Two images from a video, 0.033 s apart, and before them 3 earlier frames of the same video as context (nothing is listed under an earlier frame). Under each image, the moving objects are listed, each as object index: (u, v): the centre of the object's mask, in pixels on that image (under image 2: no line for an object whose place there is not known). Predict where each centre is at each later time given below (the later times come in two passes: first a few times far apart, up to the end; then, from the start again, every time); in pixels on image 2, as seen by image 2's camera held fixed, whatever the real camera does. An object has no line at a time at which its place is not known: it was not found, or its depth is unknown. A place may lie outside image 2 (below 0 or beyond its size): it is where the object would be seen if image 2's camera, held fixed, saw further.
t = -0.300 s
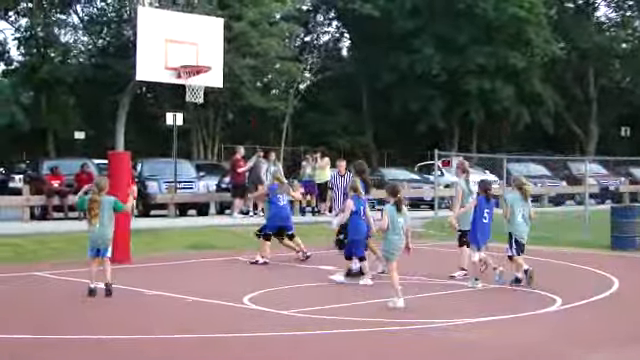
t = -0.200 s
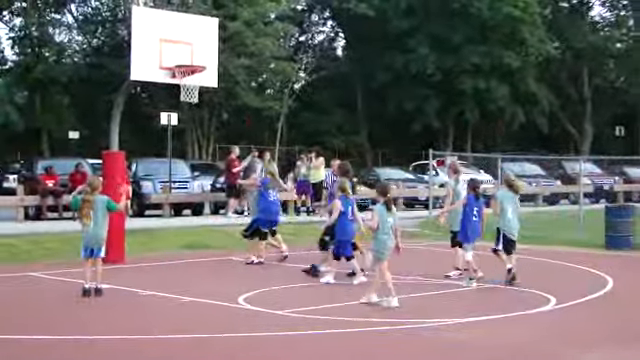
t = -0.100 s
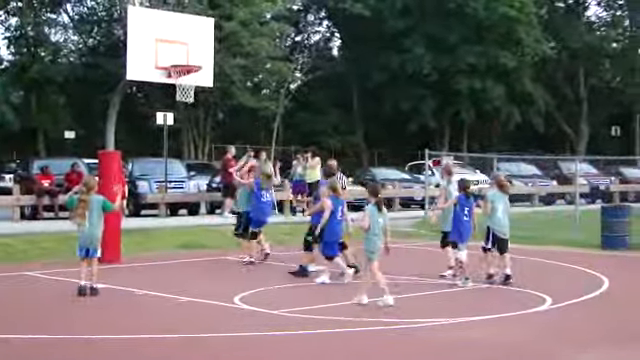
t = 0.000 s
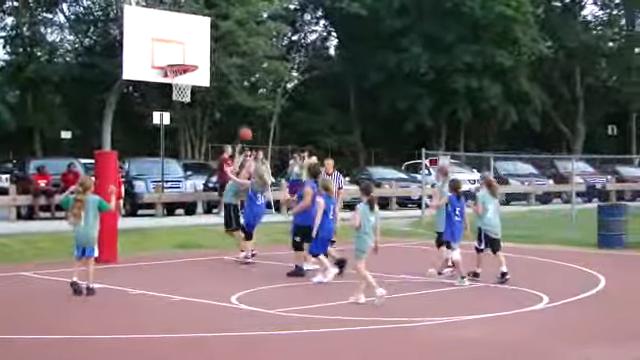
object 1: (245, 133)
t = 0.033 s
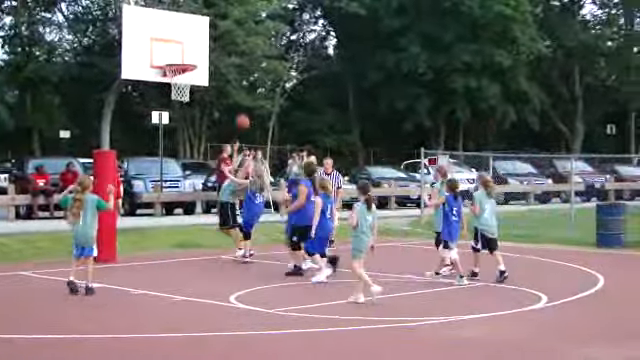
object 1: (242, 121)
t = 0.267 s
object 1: (232, 59)
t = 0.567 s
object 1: (221, 22)
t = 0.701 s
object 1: (219, 23)
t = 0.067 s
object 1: (241, 111)
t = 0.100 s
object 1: (240, 101)
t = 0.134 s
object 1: (238, 90)
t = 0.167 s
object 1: (237, 80)
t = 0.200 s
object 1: (236, 73)
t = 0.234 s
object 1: (234, 66)
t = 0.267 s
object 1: (232, 59)
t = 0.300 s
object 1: (232, 51)
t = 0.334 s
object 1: (229, 46)
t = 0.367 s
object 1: (228, 42)
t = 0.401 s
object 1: (228, 36)
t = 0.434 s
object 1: (226, 34)
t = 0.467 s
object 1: (226, 29)
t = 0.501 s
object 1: (223, 26)
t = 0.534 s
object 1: (222, 25)
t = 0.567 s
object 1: (221, 22)
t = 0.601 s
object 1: (221, 22)
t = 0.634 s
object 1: (220, 23)
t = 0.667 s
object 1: (219, 23)
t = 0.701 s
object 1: (219, 23)
